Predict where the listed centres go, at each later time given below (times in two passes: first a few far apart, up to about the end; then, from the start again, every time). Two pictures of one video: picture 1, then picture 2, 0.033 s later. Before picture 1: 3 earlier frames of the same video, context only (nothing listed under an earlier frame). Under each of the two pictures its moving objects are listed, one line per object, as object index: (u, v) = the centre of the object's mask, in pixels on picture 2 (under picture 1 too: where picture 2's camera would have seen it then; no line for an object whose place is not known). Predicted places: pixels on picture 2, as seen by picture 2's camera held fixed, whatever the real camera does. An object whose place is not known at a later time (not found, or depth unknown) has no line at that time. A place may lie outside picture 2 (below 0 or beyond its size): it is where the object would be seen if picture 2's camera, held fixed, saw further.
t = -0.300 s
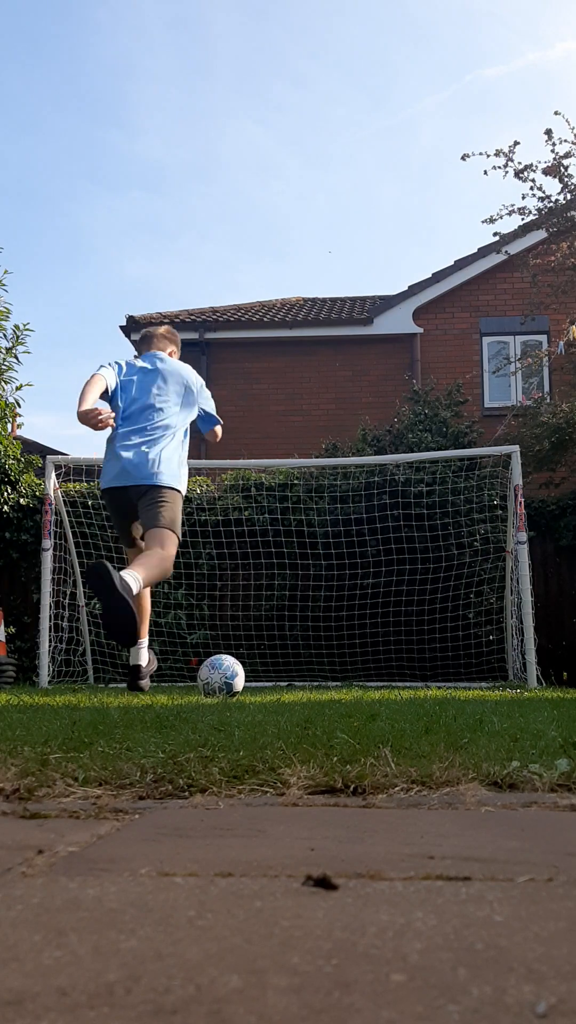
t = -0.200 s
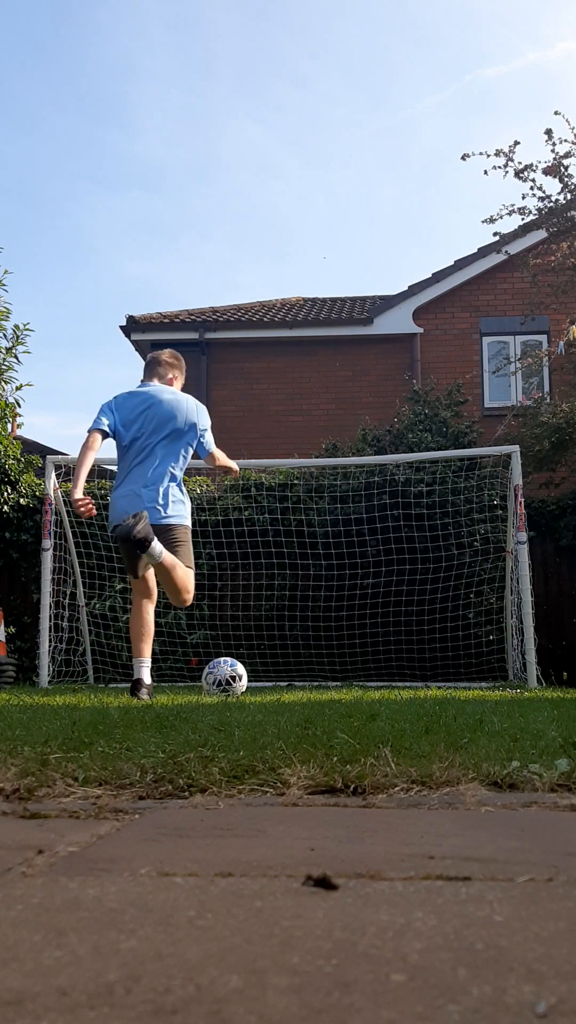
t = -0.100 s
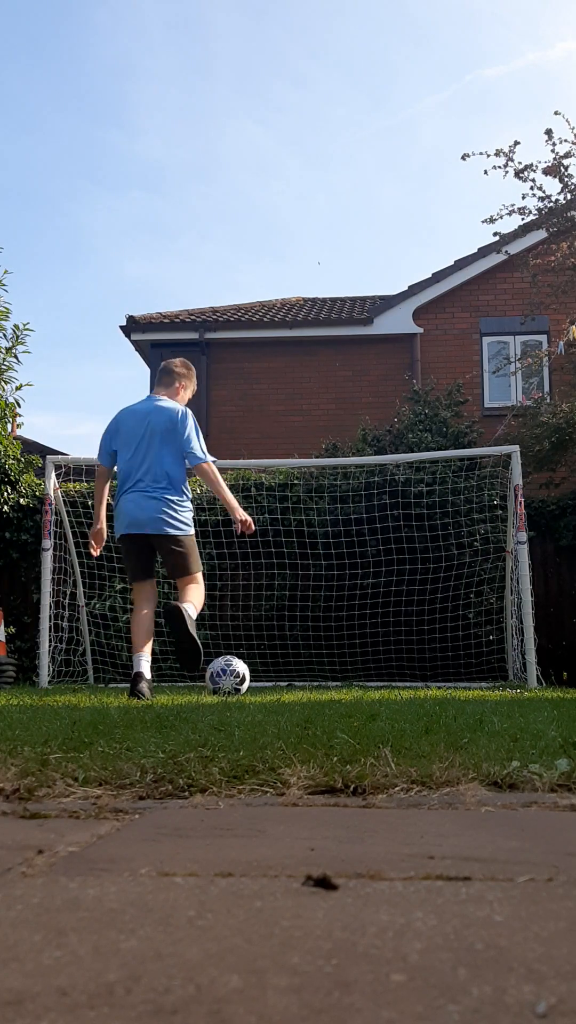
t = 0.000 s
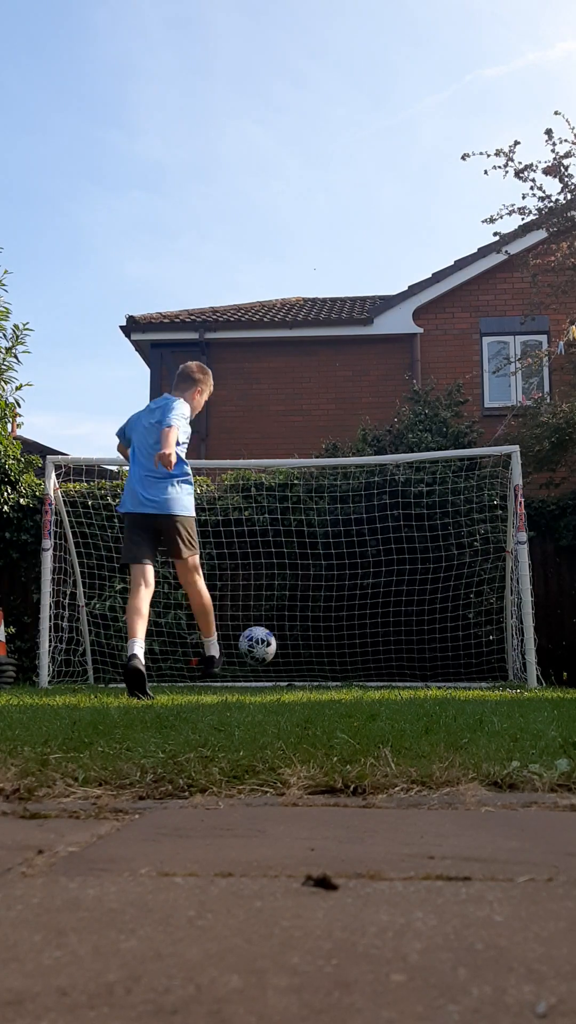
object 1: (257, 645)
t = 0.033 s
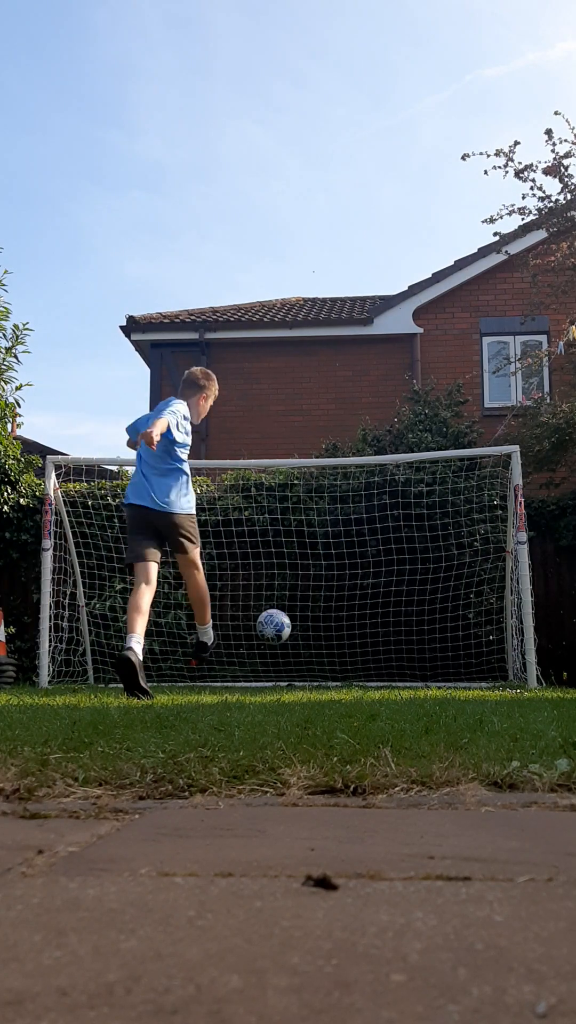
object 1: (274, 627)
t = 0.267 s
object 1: (336, 575)
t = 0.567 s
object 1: (338, 648)
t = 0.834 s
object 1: (335, 617)
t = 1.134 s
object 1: (331, 674)
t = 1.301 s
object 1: (327, 640)
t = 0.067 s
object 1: (288, 611)
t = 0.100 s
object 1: (300, 599)
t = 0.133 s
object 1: (310, 590)
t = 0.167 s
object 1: (320, 582)
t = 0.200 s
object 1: (328, 576)
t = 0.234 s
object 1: (334, 573)
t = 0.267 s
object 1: (336, 575)
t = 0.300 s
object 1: (338, 586)
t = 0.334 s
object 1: (338, 600)
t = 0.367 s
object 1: (338, 617)
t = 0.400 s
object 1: (339, 636)
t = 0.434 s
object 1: (340, 657)
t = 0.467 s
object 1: (341, 677)
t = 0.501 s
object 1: (340, 671)
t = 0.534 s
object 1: (339, 658)
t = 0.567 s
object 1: (338, 648)
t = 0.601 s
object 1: (338, 640)
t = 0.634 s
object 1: (337, 633)
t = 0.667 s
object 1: (337, 627)
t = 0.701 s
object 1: (337, 622)
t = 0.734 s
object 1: (336, 619)
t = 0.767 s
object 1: (336, 617)
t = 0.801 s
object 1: (335, 616)
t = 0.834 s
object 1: (335, 617)
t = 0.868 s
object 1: (334, 618)
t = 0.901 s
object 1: (334, 622)
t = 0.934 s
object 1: (333, 626)
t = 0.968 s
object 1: (333, 633)
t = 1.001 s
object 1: (333, 640)
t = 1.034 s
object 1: (332, 650)
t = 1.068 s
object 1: (332, 660)
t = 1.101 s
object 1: (332, 673)
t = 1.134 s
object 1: (331, 674)
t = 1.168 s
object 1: (330, 665)
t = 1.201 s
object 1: (330, 656)
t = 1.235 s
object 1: (329, 649)
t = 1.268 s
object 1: (328, 644)
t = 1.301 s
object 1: (327, 640)
